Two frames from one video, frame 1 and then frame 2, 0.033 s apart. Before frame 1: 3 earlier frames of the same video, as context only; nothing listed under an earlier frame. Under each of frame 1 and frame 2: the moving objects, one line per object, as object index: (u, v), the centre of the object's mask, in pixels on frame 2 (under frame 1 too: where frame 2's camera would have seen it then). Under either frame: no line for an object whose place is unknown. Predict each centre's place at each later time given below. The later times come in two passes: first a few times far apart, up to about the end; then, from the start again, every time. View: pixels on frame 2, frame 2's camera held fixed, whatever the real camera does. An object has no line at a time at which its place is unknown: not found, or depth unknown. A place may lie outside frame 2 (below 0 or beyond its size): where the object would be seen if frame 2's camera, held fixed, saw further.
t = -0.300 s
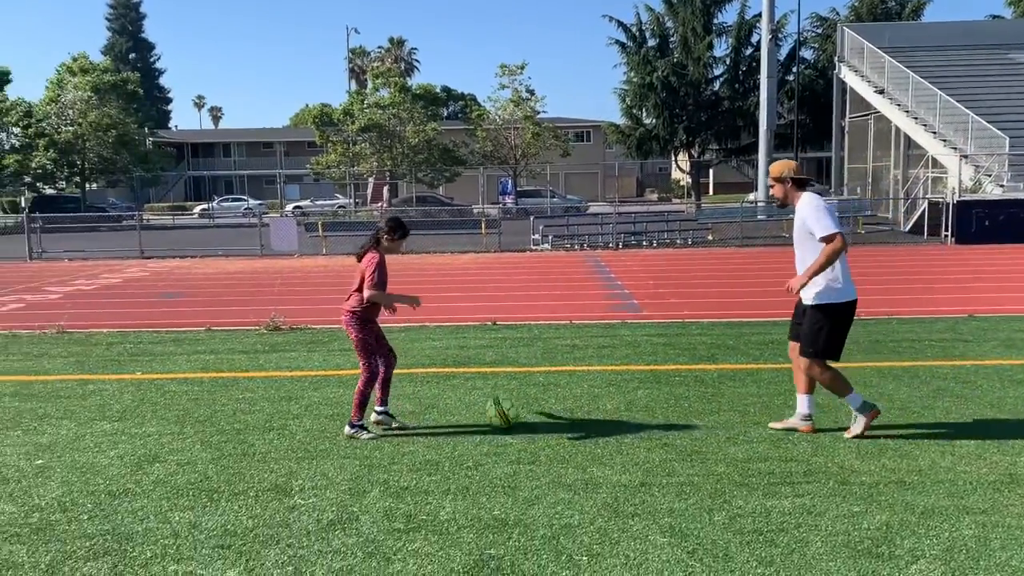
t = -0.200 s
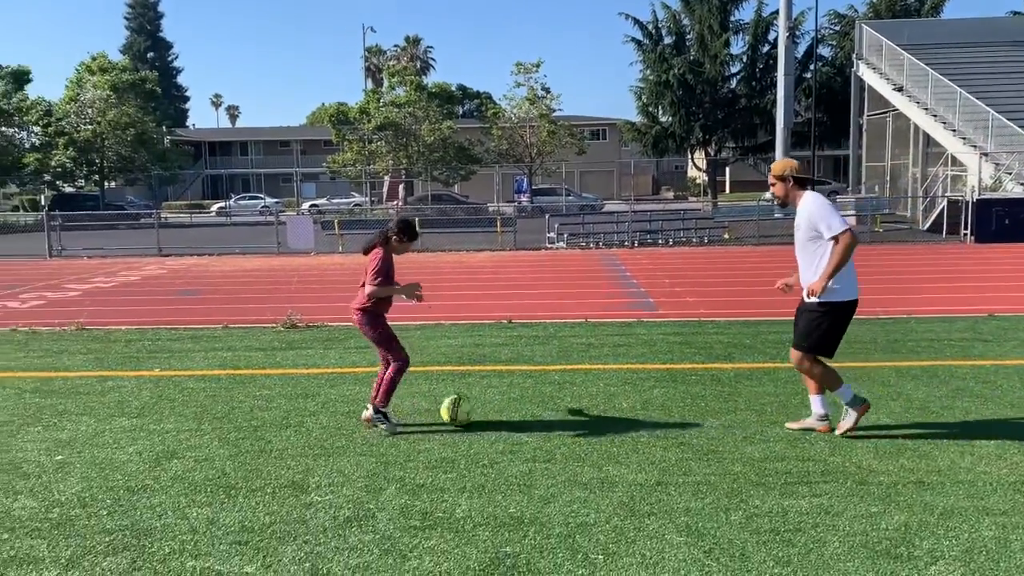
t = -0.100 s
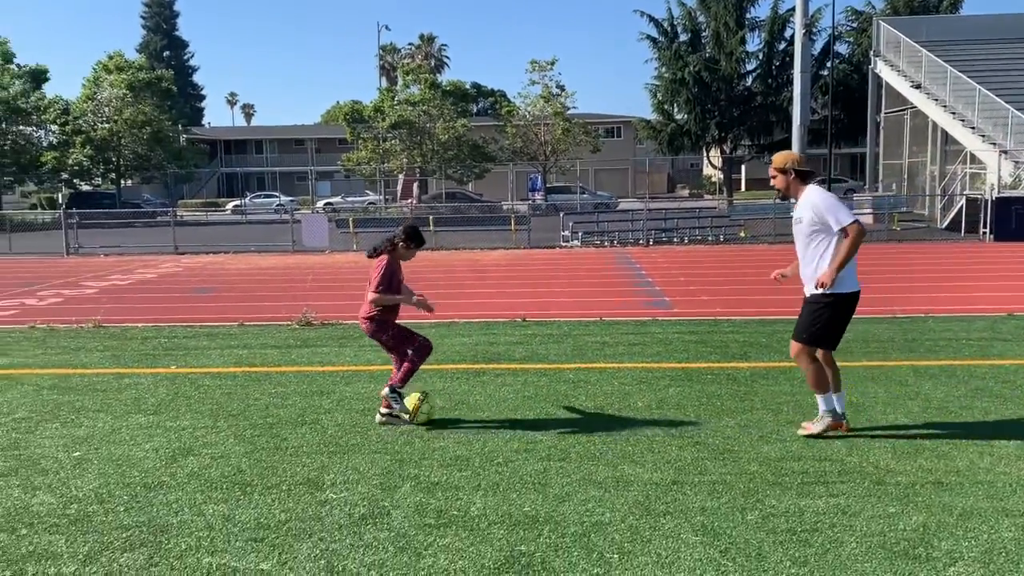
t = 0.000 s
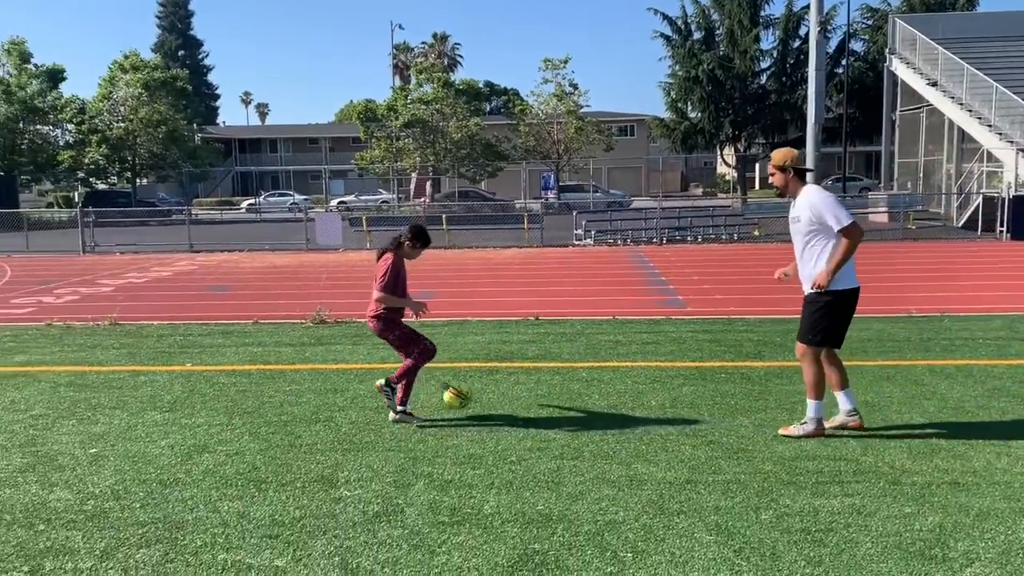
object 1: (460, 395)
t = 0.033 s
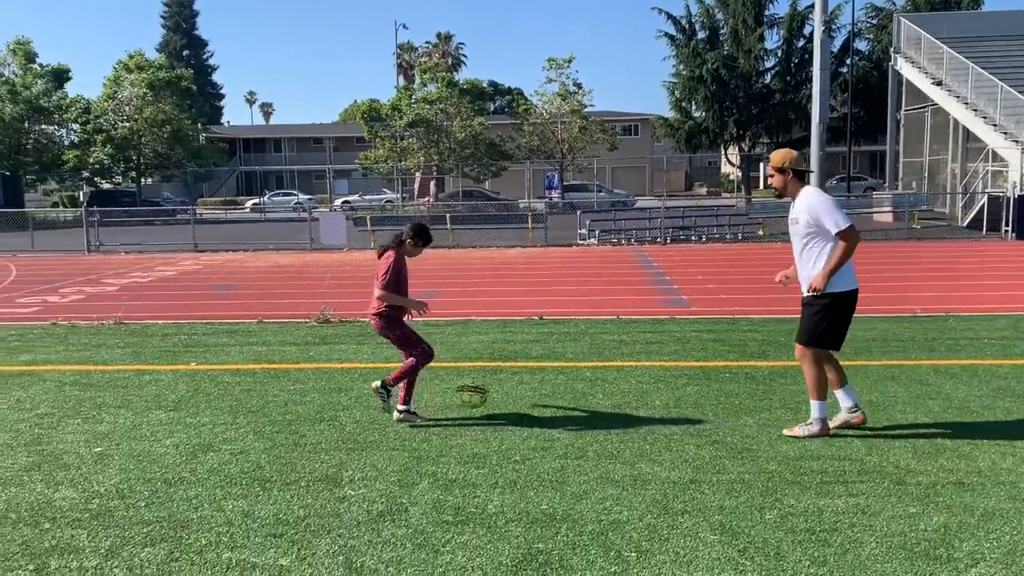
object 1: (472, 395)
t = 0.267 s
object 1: (543, 392)
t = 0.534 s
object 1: (583, 391)
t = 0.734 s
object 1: (607, 389)
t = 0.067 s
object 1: (485, 393)
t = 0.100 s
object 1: (499, 396)
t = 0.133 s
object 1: (511, 400)
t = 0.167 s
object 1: (520, 397)
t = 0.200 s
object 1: (528, 394)
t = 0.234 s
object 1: (536, 392)
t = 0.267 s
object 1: (543, 392)
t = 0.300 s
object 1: (551, 393)
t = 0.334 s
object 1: (558, 396)
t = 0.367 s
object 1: (562, 393)
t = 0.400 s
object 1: (568, 391)
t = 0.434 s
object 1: (572, 392)
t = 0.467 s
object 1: (576, 393)
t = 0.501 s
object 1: (579, 393)
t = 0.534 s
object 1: (583, 391)
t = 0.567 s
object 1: (588, 391)
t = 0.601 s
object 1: (593, 391)
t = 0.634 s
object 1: (596, 391)
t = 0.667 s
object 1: (600, 391)
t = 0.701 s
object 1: (603, 390)
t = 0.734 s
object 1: (607, 389)
